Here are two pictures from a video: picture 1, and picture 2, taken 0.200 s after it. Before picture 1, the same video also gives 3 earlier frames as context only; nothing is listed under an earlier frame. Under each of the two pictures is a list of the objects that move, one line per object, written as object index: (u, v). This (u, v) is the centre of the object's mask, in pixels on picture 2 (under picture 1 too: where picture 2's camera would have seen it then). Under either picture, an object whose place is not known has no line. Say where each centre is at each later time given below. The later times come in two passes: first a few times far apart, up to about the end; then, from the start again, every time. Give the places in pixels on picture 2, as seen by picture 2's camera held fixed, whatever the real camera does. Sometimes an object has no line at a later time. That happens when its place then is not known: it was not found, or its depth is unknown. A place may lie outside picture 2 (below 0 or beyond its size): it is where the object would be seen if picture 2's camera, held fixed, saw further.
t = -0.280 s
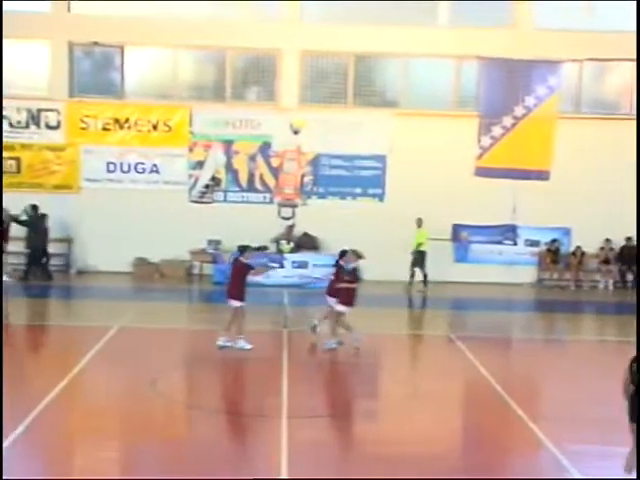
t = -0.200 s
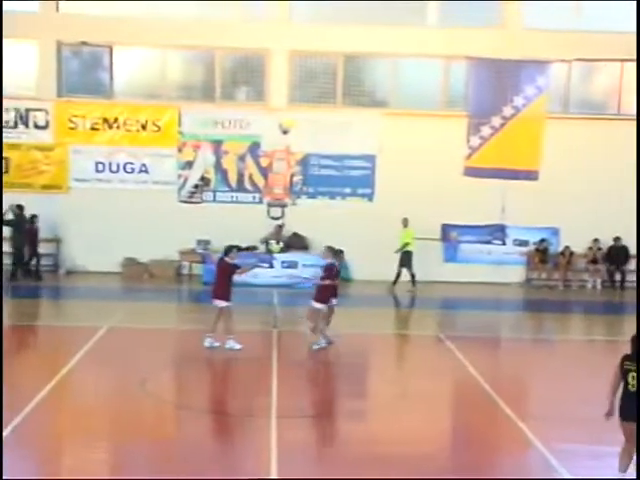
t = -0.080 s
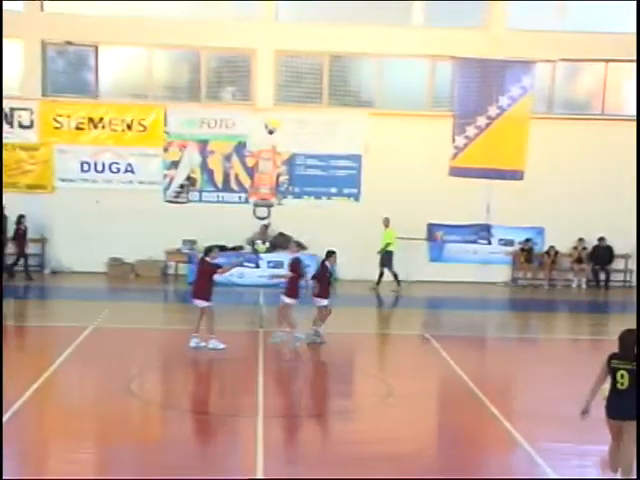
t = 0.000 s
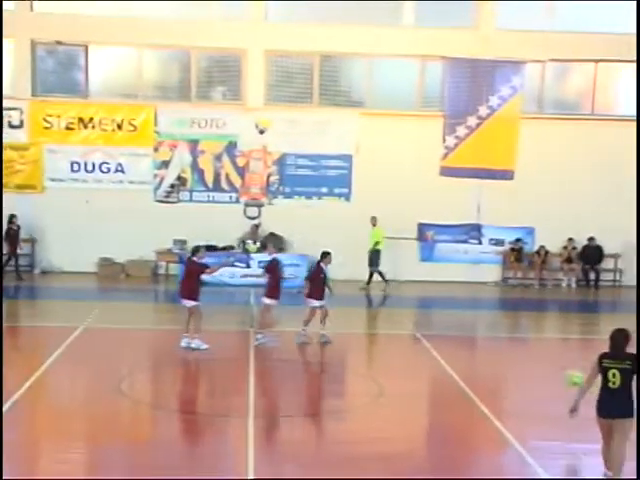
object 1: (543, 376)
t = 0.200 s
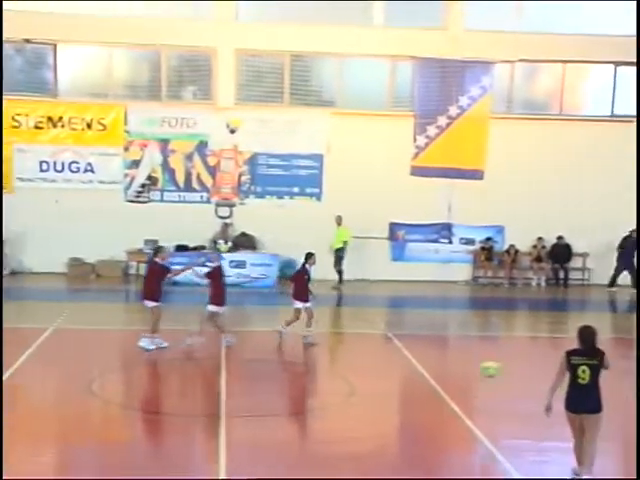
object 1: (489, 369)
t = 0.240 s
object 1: (476, 371)
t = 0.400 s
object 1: (431, 393)
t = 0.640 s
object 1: (363, 389)
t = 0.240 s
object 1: (476, 371)
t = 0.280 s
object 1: (467, 375)
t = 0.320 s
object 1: (453, 379)
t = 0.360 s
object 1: (443, 386)
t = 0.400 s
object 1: (431, 393)
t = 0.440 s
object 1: (421, 401)
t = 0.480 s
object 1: (408, 413)
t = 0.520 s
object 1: (399, 408)
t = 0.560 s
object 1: (387, 400)
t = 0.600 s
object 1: (375, 393)
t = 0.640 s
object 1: (363, 389)
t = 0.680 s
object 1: (350, 385)
